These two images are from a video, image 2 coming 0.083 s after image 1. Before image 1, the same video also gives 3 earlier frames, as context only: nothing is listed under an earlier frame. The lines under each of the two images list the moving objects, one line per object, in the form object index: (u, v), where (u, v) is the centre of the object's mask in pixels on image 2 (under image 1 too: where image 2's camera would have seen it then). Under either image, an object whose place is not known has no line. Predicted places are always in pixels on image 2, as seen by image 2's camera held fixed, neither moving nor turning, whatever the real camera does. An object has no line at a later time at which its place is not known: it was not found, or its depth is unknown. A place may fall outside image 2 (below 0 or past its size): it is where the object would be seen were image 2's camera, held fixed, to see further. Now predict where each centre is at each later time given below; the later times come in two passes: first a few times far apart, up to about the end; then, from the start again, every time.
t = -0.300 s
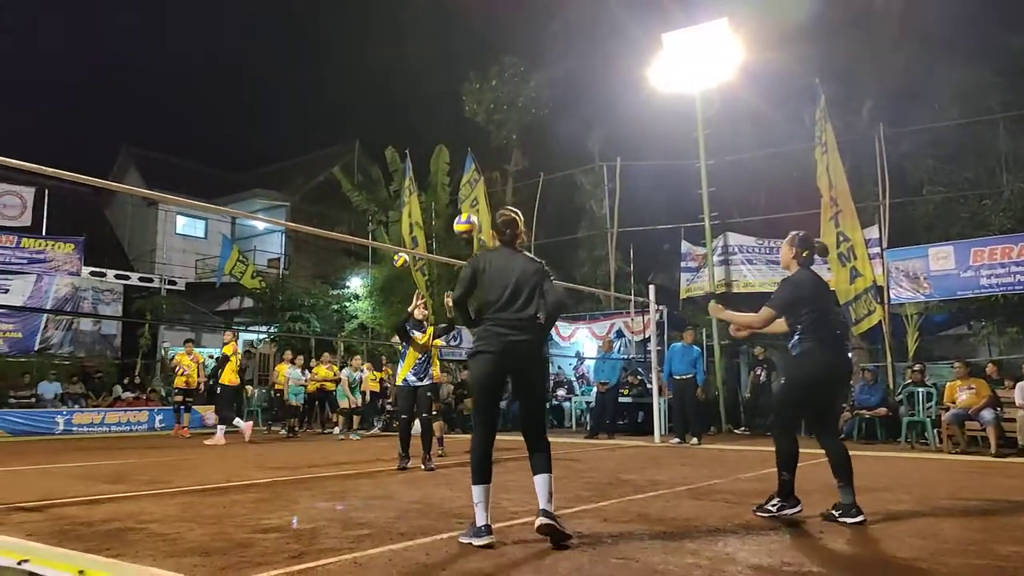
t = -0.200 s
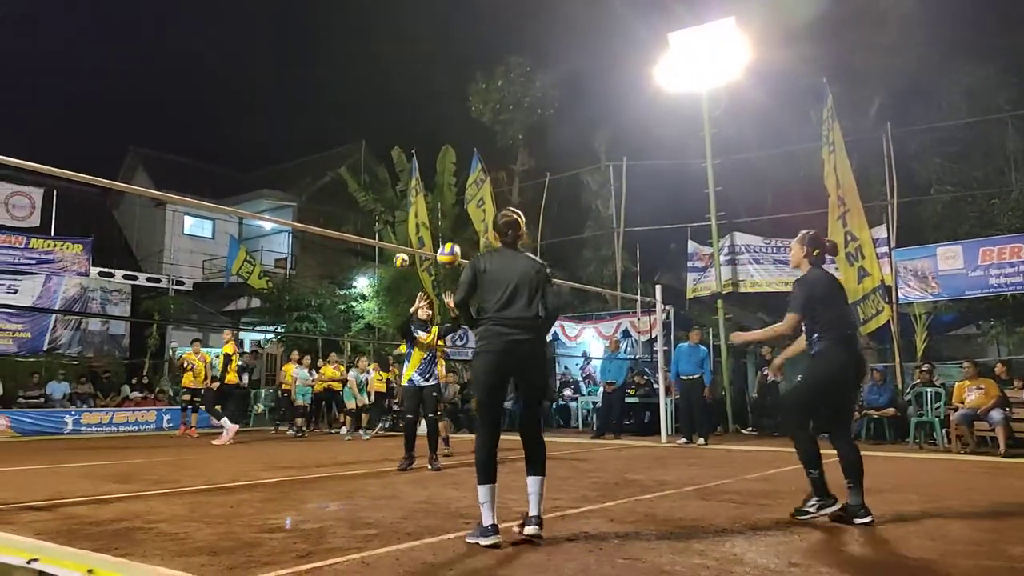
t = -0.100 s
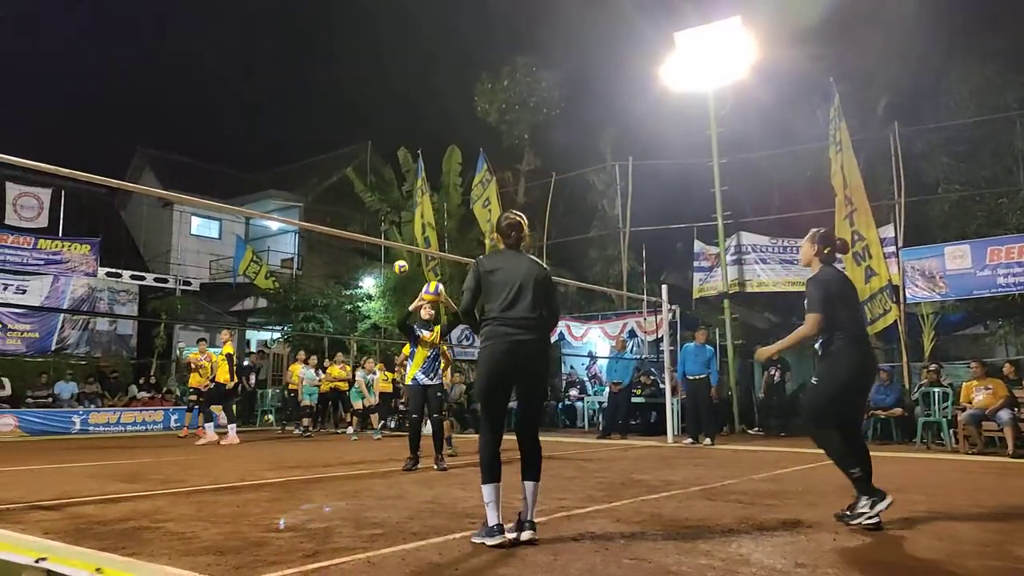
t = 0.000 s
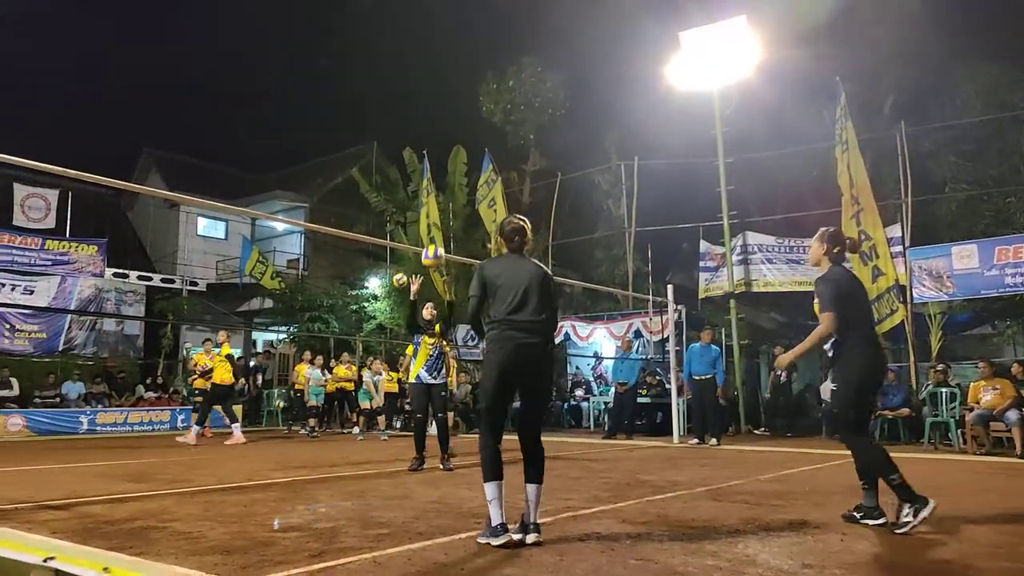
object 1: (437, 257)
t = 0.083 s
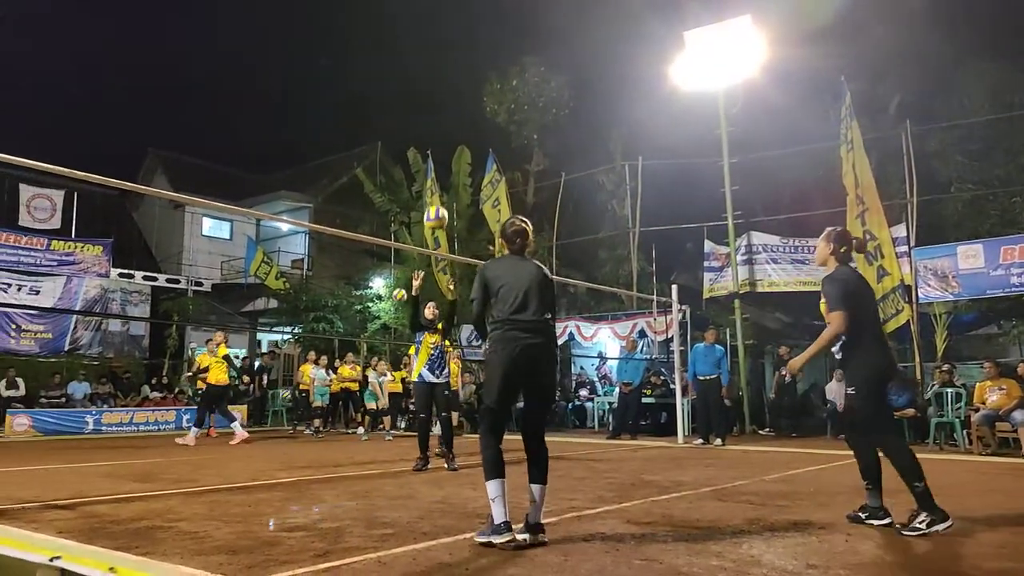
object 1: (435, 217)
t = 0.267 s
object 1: (431, 151)
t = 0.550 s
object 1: (422, 107)
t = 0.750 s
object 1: (410, 138)
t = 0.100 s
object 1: (435, 210)
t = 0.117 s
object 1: (435, 203)
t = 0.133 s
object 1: (434, 196)
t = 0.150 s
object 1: (434, 190)
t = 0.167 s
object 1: (434, 183)
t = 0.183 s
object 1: (433, 178)
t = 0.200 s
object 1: (433, 172)
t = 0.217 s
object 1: (433, 166)
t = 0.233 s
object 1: (432, 161)
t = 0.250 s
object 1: (432, 155)
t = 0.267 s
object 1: (431, 151)
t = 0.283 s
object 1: (431, 146)
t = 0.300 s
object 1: (431, 141)
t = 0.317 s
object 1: (430, 137)
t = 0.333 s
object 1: (430, 133)
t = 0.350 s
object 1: (429, 130)
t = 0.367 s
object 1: (429, 126)
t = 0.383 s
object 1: (428, 123)
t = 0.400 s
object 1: (428, 120)
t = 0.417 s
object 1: (427, 117)
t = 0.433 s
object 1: (427, 115)
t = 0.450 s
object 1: (426, 113)
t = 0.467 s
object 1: (425, 111)
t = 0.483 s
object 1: (425, 110)
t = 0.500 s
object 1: (424, 109)
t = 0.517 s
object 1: (423, 108)
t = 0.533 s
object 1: (422, 107)
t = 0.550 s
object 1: (422, 107)
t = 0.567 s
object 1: (421, 108)
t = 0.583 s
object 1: (420, 108)
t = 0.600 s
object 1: (419, 109)
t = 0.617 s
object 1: (418, 110)
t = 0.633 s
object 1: (417, 113)
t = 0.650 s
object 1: (416, 115)
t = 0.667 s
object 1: (415, 117)
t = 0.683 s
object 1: (414, 120)
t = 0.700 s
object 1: (413, 124)
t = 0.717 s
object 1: (412, 128)
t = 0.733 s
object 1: (411, 133)
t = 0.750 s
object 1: (410, 138)
